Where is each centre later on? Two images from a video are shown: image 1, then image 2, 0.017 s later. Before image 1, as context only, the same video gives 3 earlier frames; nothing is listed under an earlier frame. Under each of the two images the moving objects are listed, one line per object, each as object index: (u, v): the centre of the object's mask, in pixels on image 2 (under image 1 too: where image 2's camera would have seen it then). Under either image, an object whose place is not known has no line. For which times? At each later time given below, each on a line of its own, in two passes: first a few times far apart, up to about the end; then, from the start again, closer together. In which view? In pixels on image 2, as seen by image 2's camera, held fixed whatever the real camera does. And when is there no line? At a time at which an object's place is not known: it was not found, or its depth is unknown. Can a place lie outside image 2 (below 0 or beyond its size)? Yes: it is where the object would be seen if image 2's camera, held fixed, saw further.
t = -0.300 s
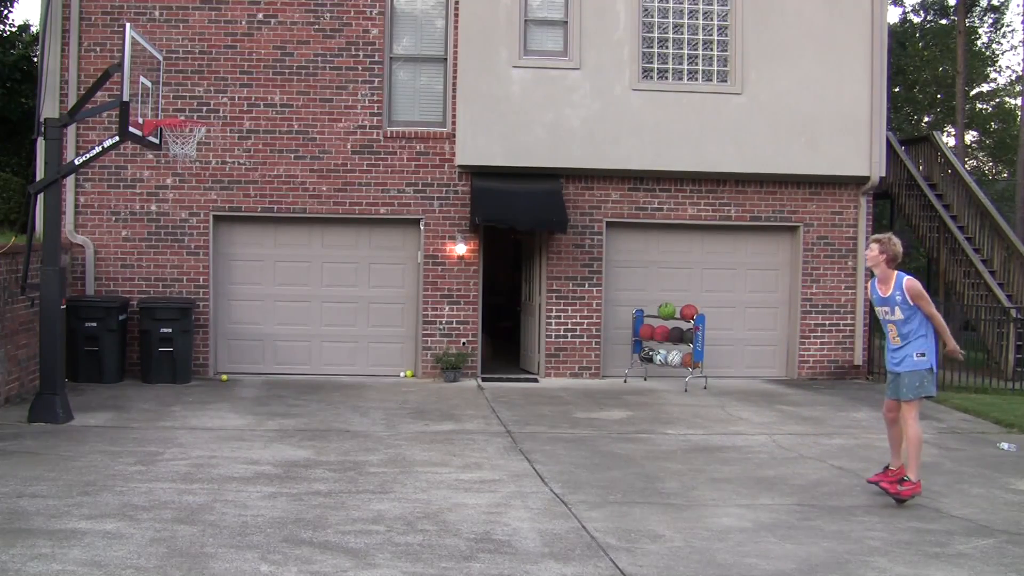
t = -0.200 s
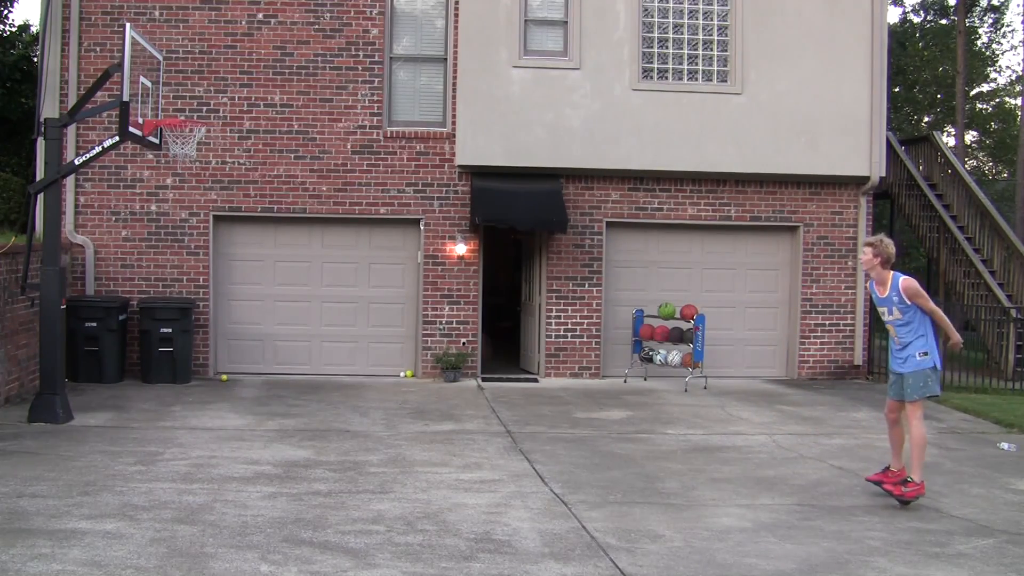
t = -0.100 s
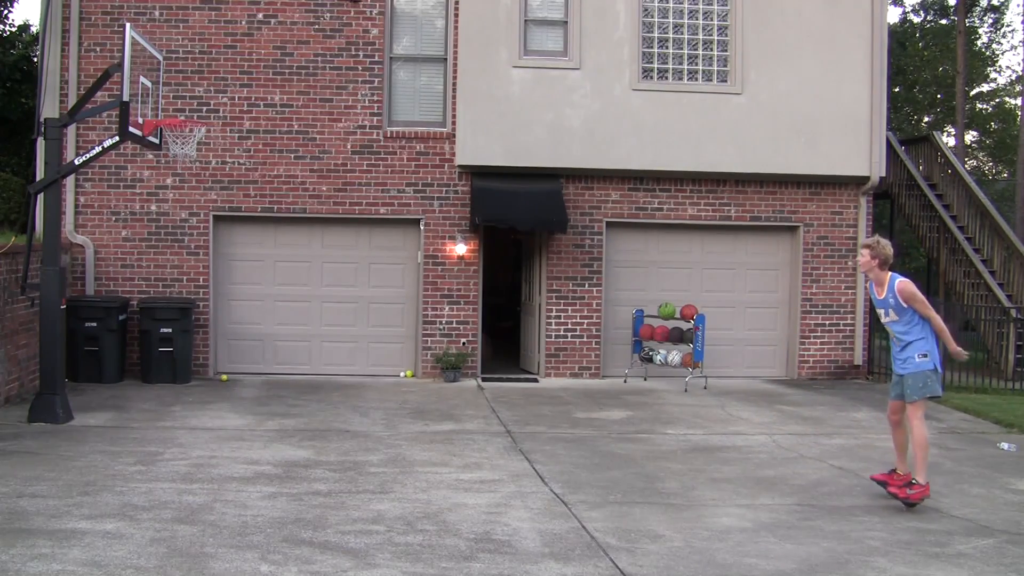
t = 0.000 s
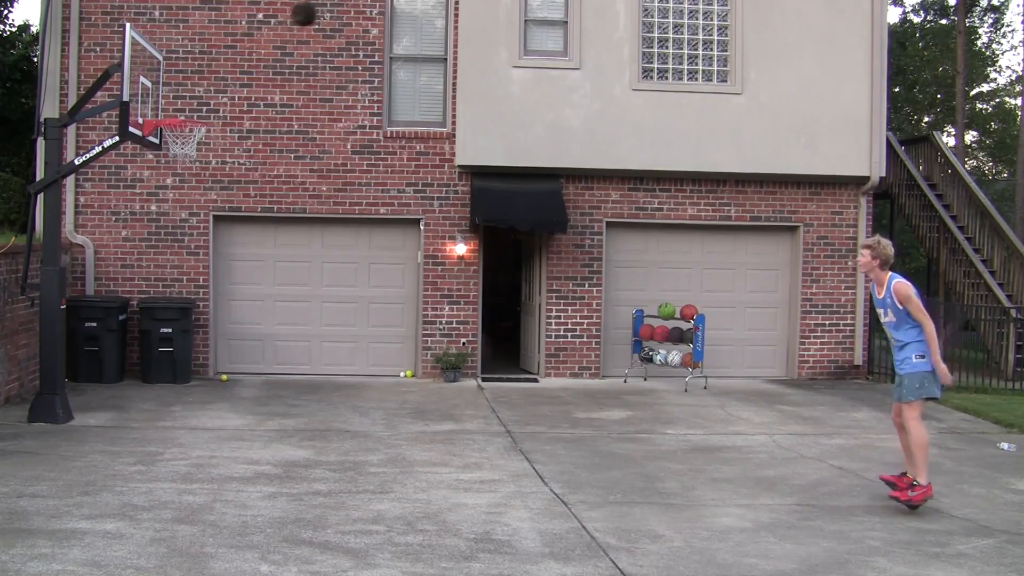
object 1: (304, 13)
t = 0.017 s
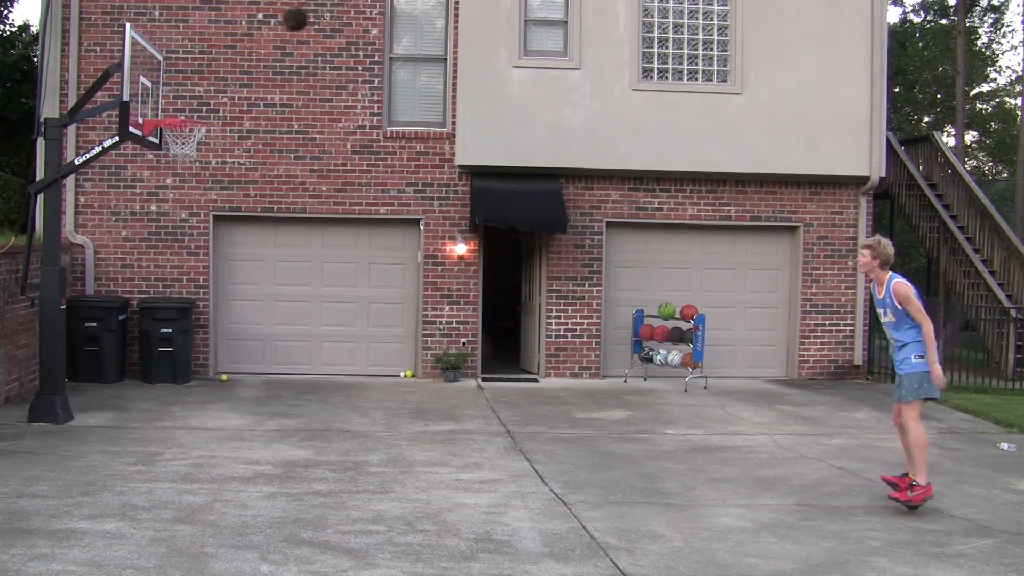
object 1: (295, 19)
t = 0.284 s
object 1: (171, 130)
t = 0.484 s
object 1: (196, 143)
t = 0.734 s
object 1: (182, 161)
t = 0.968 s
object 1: (162, 228)
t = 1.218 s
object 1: (143, 362)
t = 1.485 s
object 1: (130, 341)
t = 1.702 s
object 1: (126, 279)
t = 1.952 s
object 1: (120, 270)
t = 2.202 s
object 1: (114, 325)
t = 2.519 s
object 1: (107, 388)
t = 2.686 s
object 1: (105, 341)
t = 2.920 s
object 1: (105, 327)
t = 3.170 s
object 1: (101, 374)
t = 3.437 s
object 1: (99, 392)
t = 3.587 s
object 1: (97, 367)
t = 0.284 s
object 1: (171, 130)
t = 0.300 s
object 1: (167, 132)
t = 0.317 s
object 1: (171, 140)
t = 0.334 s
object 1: (172, 149)
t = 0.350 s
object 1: (174, 149)
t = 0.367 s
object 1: (179, 147)
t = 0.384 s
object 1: (183, 146)
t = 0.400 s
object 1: (186, 146)
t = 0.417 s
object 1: (189, 145)
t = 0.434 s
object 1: (192, 144)
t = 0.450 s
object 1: (195, 143)
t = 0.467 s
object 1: (195, 142)
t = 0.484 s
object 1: (196, 143)
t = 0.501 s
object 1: (196, 143)
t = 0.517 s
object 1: (196, 144)
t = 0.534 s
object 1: (196, 145)
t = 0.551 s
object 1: (196, 146)
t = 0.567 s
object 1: (195, 147)
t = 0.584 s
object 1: (194, 148)
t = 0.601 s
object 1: (193, 149)
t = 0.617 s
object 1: (191, 150)
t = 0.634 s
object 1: (190, 151)
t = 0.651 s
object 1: (189, 152)
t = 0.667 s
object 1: (187, 153)
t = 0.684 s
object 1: (186, 155)
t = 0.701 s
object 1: (184, 157)
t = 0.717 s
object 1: (183, 159)
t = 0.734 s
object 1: (182, 161)
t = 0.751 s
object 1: (180, 165)
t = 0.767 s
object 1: (179, 167)
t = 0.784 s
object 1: (178, 171)
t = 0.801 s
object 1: (176, 175)
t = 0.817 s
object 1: (175, 179)
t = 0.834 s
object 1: (173, 183)
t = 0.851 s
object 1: (172, 187)
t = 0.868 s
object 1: (170, 192)
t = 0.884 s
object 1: (168, 197)
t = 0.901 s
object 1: (167, 203)
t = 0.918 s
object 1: (166, 209)
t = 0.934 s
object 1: (165, 215)
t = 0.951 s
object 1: (163, 221)
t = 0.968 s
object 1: (162, 228)
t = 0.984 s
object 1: (159, 235)
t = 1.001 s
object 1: (159, 242)
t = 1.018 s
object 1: (157, 250)
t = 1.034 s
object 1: (156, 257)
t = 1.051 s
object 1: (155, 266)
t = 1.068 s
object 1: (153, 275)
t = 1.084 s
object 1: (152, 283)
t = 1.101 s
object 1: (150, 291)
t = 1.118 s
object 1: (148, 301)
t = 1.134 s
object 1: (145, 310)
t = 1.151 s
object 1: (145, 319)
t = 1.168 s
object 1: (144, 328)
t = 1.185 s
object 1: (143, 339)
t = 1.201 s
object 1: (143, 351)
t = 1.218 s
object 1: (143, 362)
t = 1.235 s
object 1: (140, 376)
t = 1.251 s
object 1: (139, 387)
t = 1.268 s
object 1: (137, 400)
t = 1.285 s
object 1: (136, 412)
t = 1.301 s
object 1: (135, 423)
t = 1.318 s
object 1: (135, 418)
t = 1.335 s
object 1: (134, 409)
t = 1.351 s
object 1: (133, 401)
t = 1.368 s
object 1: (132, 394)
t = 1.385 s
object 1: (133, 384)
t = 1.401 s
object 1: (133, 375)
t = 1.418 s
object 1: (132, 367)
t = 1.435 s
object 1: (132, 363)
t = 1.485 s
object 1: (130, 341)
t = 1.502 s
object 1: (130, 333)
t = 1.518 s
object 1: (129, 327)
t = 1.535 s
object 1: (130, 320)
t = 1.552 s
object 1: (128, 316)
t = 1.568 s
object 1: (128, 311)
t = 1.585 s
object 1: (127, 306)
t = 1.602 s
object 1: (129, 300)
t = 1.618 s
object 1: (128, 297)
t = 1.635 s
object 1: (128, 294)
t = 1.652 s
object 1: (127, 291)
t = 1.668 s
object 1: (127, 287)
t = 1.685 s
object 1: (127, 284)
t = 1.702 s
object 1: (126, 279)
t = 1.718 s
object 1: (126, 278)
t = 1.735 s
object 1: (125, 276)
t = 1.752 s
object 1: (125, 273)
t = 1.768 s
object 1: (125, 272)
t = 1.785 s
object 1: (124, 270)
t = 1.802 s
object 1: (124, 269)
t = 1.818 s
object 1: (123, 268)
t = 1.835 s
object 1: (123, 267)
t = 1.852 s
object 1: (122, 267)
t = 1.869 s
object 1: (122, 267)
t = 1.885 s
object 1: (122, 267)
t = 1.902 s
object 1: (121, 267)
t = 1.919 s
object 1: (121, 268)
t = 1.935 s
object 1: (120, 269)
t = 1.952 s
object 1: (120, 270)
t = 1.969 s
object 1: (120, 272)
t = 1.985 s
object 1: (119, 274)
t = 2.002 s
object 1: (118, 277)
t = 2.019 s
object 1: (118, 280)
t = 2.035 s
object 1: (118, 283)
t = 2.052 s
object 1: (117, 286)
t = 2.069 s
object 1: (117, 290)
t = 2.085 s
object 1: (117, 296)
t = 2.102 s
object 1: (116, 299)
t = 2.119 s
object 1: (116, 302)
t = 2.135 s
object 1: (115, 306)
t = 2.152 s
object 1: (114, 310)
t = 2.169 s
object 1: (113, 315)
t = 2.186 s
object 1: (114, 320)
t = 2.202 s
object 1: (114, 325)
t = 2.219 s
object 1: (112, 333)
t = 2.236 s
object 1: (112, 340)
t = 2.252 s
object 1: (112, 347)
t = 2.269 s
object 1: (111, 352)
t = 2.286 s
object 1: (110, 361)
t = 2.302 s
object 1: (110, 368)
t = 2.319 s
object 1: (110, 378)
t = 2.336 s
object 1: (110, 387)
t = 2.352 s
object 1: (109, 395)
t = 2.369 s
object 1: (109, 404)
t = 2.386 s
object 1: (108, 413)
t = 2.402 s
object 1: (108, 423)
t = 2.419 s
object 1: (108, 429)
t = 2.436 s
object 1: (107, 423)
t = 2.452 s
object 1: (108, 415)
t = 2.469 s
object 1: (107, 408)
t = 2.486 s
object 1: (107, 401)
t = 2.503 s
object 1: (107, 396)
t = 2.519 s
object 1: (107, 388)
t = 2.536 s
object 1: (107, 382)
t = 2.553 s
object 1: (107, 377)
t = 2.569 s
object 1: (107, 372)
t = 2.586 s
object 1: (106, 366)
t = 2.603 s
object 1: (106, 361)
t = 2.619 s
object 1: (106, 356)
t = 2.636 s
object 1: (106, 352)
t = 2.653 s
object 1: (106, 347)
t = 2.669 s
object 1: (105, 345)
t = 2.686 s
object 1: (105, 341)
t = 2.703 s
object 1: (105, 339)
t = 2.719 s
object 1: (105, 336)
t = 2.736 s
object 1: (105, 334)
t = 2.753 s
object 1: (105, 332)
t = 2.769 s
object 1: (105, 330)
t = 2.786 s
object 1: (105, 329)
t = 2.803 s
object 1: (105, 328)
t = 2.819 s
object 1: (105, 327)
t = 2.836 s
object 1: (105, 326)
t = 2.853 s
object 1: (105, 326)
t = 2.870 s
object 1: (105, 326)
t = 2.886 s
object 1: (105, 326)
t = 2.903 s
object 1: (105, 326)
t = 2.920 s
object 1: (105, 327)
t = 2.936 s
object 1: (104, 327)
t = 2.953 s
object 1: (104, 328)
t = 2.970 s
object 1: (104, 329)
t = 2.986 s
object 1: (103, 331)
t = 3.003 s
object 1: (102, 334)
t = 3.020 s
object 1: (102, 336)
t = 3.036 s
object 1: (102, 339)
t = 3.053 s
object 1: (102, 343)
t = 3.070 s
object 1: (102, 346)
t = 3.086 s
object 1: (102, 349)
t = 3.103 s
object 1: (102, 353)
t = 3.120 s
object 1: (102, 358)
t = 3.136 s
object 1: (101, 363)
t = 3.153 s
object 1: (101, 368)
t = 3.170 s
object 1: (101, 374)
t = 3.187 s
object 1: (101, 380)
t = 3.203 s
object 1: (101, 386)
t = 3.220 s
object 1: (101, 393)
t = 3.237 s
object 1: (101, 399)
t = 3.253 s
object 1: (101, 406)
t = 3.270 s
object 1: (101, 413)
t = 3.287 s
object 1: (101, 420)
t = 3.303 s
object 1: (101, 428)
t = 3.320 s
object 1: (101, 429)
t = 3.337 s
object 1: (100, 423)
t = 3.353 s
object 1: (100, 418)
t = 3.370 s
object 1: (100, 412)
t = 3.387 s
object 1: (100, 407)
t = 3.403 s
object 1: (100, 402)
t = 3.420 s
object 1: (100, 397)
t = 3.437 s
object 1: (99, 392)
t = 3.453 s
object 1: (99, 388)
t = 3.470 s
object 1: (99, 384)
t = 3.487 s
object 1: (99, 380)
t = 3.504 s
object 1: (99, 377)
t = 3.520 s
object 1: (98, 374)
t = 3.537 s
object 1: (98, 372)
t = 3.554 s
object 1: (98, 370)
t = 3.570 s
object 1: (98, 369)
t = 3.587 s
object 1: (97, 367)
